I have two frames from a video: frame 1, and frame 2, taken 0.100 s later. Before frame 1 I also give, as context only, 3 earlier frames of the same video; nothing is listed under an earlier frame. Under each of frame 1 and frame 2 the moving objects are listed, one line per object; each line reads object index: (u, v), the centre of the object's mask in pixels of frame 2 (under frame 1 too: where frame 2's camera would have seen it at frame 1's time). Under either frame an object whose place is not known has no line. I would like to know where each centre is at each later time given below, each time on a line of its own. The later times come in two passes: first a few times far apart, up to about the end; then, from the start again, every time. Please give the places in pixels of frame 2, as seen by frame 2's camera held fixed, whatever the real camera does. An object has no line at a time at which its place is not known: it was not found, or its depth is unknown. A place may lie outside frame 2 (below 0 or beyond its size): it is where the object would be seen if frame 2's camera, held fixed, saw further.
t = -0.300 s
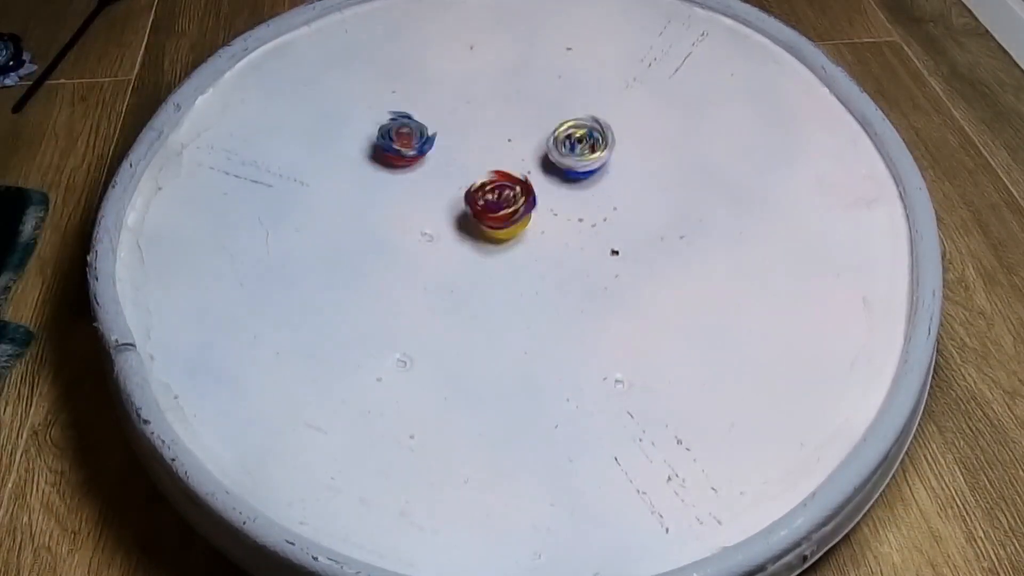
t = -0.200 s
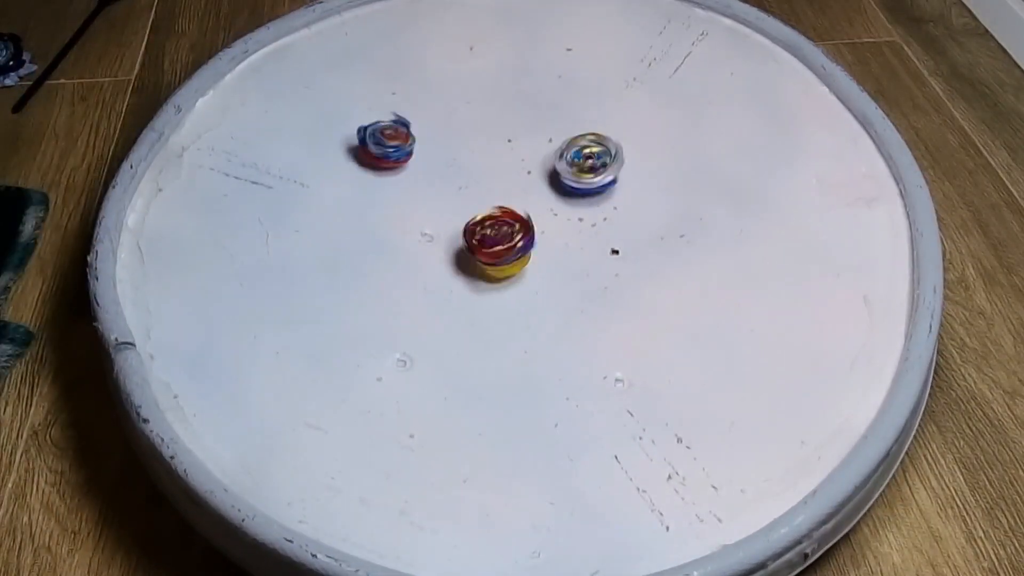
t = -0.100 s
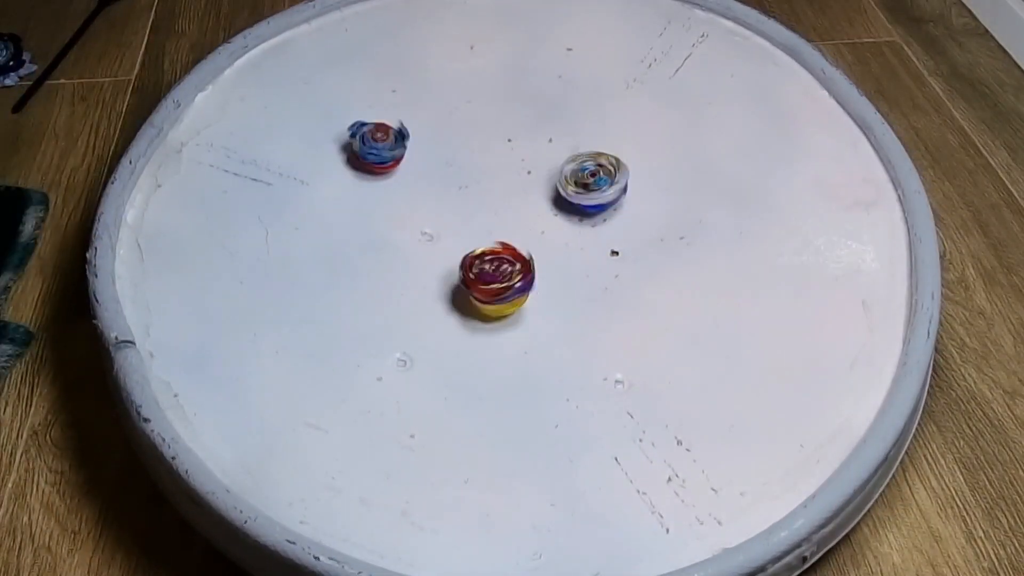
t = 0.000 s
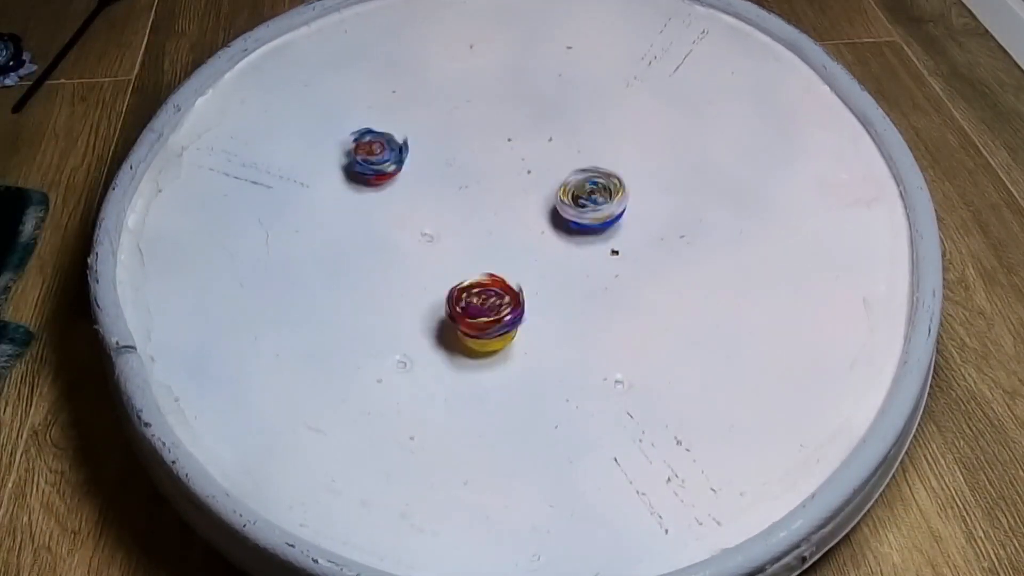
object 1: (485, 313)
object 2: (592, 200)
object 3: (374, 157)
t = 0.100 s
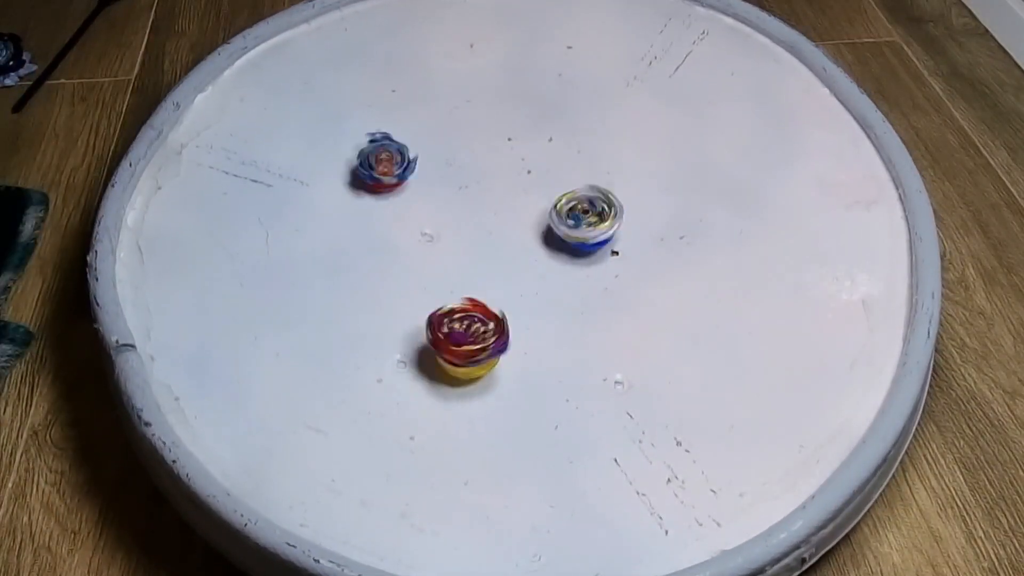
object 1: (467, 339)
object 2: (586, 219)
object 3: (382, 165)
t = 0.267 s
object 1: (438, 363)
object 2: (566, 249)
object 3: (410, 186)
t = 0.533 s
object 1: (422, 330)
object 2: (513, 283)
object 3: (475, 221)
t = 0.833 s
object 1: (359, 239)
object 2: (496, 317)
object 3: (562, 214)
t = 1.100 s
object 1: (371, 153)
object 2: (497, 331)
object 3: (607, 235)
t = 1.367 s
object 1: (448, 90)
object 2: (500, 286)
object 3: (595, 262)
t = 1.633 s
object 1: (541, 62)
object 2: (488, 234)
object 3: (585, 266)
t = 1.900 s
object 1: (610, 79)
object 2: (503, 195)
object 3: (589, 264)
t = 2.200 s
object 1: (619, 160)
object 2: (551, 171)
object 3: (585, 229)
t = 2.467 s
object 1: (737, 242)
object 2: (578, 150)
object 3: (532, 248)
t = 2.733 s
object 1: (732, 318)
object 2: (595, 136)
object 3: (487, 259)
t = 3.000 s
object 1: (602, 320)
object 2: (567, 147)
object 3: (487, 260)
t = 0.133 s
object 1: (462, 345)
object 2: (583, 226)
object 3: (385, 169)
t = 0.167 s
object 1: (455, 352)
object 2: (579, 232)
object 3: (391, 174)
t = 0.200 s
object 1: (449, 356)
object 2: (575, 237)
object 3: (396, 178)
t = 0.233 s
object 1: (443, 360)
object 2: (571, 243)
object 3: (404, 183)
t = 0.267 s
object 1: (438, 363)
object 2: (566, 249)
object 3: (410, 186)
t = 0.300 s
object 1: (433, 365)
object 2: (560, 255)
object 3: (418, 190)
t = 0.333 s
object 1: (429, 365)
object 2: (555, 259)
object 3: (425, 194)
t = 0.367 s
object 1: (426, 362)
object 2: (548, 264)
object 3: (433, 199)
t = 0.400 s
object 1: (424, 358)
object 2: (541, 267)
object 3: (441, 203)
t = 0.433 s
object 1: (423, 353)
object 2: (535, 272)
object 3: (449, 207)
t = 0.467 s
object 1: (422, 346)
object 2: (527, 276)
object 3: (458, 212)
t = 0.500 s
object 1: (421, 338)
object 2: (521, 279)
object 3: (466, 216)
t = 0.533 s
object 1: (422, 330)
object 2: (513, 283)
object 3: (475, 221)
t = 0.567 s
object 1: (424, 320)
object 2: (507, 285)
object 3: (483, 225)
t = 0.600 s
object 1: (427, 308)
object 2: (501, 287)
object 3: (490, 228)
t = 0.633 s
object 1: (414, 301)
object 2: (506, 286)
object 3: (499, 231)
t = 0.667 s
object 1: (403, 293)
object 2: (507, 287)
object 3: (508, 232)
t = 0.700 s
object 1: (391, 284)
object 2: (502, 296)
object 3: (523, 226)
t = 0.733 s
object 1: (380, 273)
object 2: (502, 302)
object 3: (535, 219)
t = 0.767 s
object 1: (372, 261)
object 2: (499, 308)
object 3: (547, 215)
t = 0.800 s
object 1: (365, 250)
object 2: (498, 314)
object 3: (556, 215)
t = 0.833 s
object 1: (359, 239)
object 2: (496, 317)
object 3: (562, 214)
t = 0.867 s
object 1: (354, 229)
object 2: (495, 322)
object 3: (569, 215)
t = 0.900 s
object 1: (352, 217)
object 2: (493, 325)
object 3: (574, 216)
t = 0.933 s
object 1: (351, 206)
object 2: (493, 328)
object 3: (582, 217)
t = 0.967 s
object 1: (353, 194)
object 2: (493, 331)
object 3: (589, 220)
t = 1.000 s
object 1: (357, 184)
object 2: (494, 332)
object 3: (594, 223)
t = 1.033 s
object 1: (360, 173)
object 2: (495, 333)
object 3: (600, 227)
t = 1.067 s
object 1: (365, 163)
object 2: (496, 333)
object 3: (603, 230)
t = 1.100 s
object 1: (371, 153)
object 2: (497, 331)
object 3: (607, 235)
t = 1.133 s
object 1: (378, 143)
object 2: (499, 328)
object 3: (608, 240)
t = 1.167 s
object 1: (386, 134)
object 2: (500, 323)
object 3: (611, 243)
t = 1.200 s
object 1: (395, 124)
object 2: (499, 317)
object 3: (612, 247)
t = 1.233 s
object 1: (403, 117)
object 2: (499, 311)
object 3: (610, 251)
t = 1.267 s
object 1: (415, 109)
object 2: (500, 304)
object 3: (607, 255)
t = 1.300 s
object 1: (426, 103)
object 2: (499, 298)
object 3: (605, 257)
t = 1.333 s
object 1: (437, 96)
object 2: (500, 291)
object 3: (603, 259)
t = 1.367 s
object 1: (448, 90)
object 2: (500, 286)
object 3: (595, 262)
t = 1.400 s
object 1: (459, 85)
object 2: (501, 279)
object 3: (589, 263)
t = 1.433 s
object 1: (472, 79)
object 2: (502, 272)
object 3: (585, 264)
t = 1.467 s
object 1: (484, 74)
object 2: (502, 267)
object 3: (579, 264)
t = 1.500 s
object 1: (496, 70)
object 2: (503, 261)
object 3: (574, 263)
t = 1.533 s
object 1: (507, 67)
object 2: (496, 252)
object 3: (582, 265)
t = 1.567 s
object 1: (520, 64)
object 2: (492, 244)
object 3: (585, 266)
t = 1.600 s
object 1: (530, 63)
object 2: (490, 239)
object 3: (585, 266)
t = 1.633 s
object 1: (541, 62)
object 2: (488, 234)
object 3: (585, 266)
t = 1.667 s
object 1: (551, 62)
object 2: (488, 228)
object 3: (588, 265)
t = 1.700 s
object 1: (562, 62)
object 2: (487, 223)
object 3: (592, 266)
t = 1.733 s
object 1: (572, 62)
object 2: (489, 219)
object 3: (592, 268)
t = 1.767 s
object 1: (580, 65)
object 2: (491, 214)
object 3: (587, 267)
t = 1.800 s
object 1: (588, 68)
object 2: (493, 208)
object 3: (587, 266)
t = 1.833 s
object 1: (597, 70)
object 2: (496, 204)
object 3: (589, 265)
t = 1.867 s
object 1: (605, 74)
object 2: (499, 199)
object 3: (590, 265)
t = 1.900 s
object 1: (610, 79)
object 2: (503, 195)
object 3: (589, 264)
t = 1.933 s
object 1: (615, 85)
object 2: (506, 190)
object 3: (586, 261)
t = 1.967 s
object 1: (620, 91)
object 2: (511, 187)
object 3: (582, 257)
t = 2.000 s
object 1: (623, 98)
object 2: (516, 183)
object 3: (584, 254)
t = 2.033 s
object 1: (624, 107)
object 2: (522, 180)
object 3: (587, 252)
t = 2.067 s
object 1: (625, 116)
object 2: (527, 177)
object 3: (586, 247)
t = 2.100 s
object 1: (625, 126)
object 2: (533, 175)
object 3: (582, 242)
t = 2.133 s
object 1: (625, 136)
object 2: (540, 174)
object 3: (582, 236)
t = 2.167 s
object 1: (621, 149)
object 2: (545, 171)
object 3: (583, 232)
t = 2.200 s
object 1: (619, 160)
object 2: (551, 171)
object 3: (585, 229)
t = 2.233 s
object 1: (629, 171)
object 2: (551, 168)
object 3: (586, 224)
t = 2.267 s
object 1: (640, 183)
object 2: (553, 166)
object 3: (580, 218)
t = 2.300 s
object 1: (661, 192)
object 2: (558, 162)
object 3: (568, 223)
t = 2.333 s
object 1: (680, 202)
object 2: (562, 160)
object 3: (555, 230)
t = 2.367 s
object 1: (697, 211)
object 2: (567, 156)
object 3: (547, 239)
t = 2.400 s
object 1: (713, 222)
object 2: (571, 155)
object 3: (543, 244)
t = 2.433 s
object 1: (727, 231)
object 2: (576, 152)
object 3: (538, 247)
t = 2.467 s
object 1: (737, 242)
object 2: (578, 150)
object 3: (532, 248)
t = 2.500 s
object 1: (746, 252)
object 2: (583, 148)
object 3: (527, 250)
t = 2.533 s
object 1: (752, 261)
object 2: (587, 145)
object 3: (517, 251)
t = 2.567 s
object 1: (755, 272)
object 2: (591, 144)
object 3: (513, 252)
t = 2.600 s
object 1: (757, 283)
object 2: (593, 142)
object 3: (507, 254)
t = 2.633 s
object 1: (755, 292)
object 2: (596, 139)
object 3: (500, 255)
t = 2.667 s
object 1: (749, 302)
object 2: (597, 138)
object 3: (495, 256)
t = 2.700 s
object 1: (742, 312)
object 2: (597, 136)
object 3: (490, 257)
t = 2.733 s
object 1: (732, 318)
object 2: (595, 136)
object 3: (487, 259)
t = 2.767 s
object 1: (720, 323)
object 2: (594, 136)
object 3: (487, 261)
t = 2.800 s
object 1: (708, 326)
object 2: (591, 136)
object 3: (486, 264)
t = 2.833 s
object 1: (692, 329)
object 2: (589, 137)
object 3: (485, 265)
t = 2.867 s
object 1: (675, 329)
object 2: (584, 139)
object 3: (485, 266)
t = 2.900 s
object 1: (659, 329)
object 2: (581, 140)
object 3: (485, 266)
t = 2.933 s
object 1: (640, 328)
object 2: (576, 143)
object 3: (485, 264)
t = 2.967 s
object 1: (621, 324)
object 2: (573, 144)
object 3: (486, 262)
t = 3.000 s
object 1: (602, 320)
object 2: (567, 147)
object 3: (487, 260)
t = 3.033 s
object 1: (584, 313)
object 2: (563, 149)
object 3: (488, 258)
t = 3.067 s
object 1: (568, 304)
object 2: (558, 152)
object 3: (490, 257)
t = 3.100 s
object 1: (552, 297)
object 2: (553, 154)
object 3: (492, 256)
